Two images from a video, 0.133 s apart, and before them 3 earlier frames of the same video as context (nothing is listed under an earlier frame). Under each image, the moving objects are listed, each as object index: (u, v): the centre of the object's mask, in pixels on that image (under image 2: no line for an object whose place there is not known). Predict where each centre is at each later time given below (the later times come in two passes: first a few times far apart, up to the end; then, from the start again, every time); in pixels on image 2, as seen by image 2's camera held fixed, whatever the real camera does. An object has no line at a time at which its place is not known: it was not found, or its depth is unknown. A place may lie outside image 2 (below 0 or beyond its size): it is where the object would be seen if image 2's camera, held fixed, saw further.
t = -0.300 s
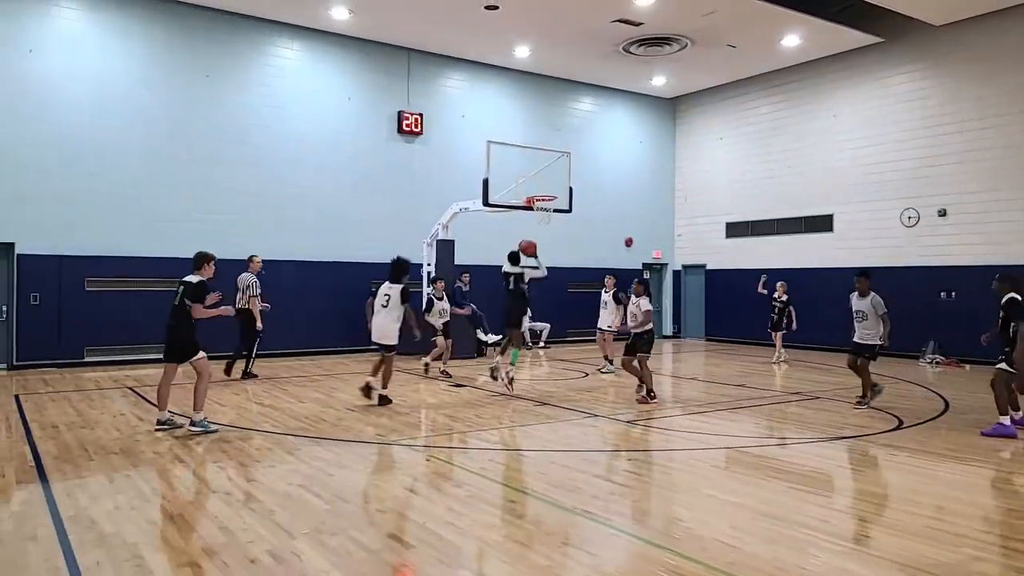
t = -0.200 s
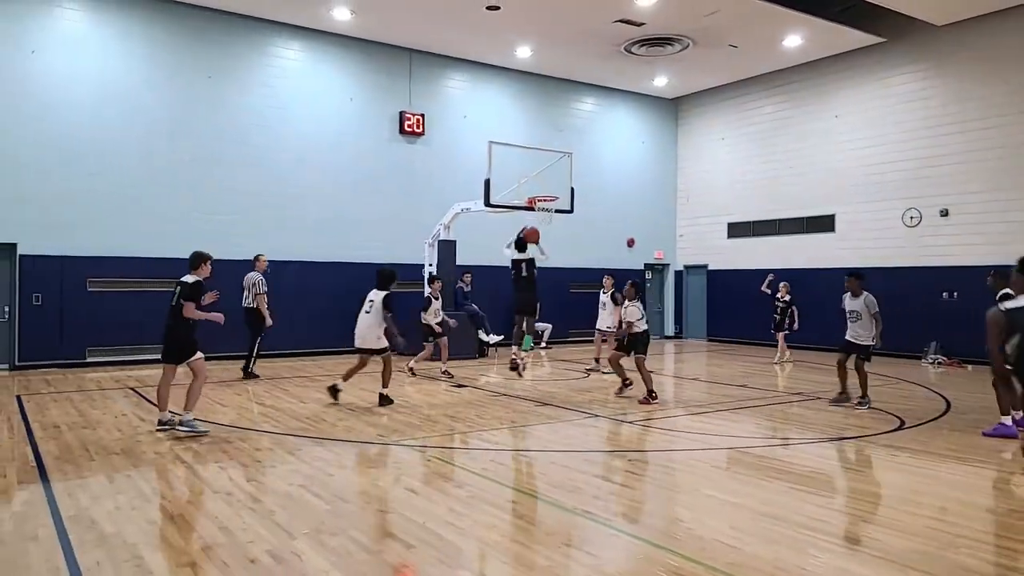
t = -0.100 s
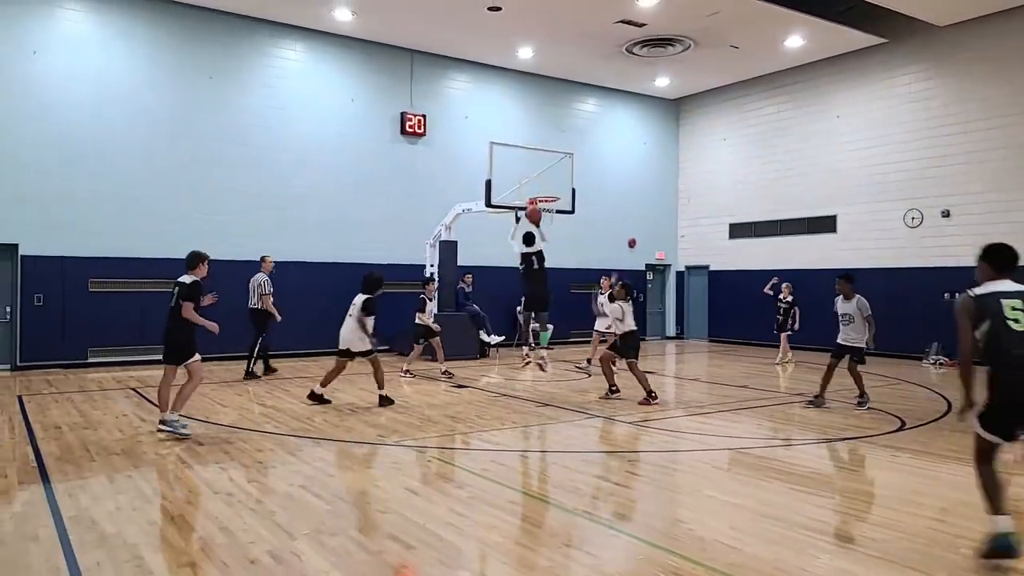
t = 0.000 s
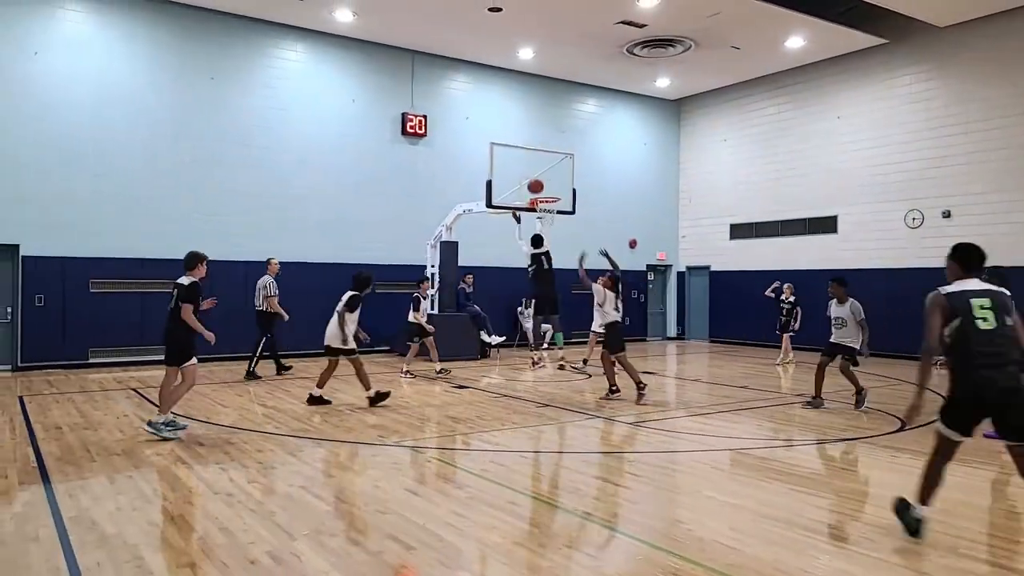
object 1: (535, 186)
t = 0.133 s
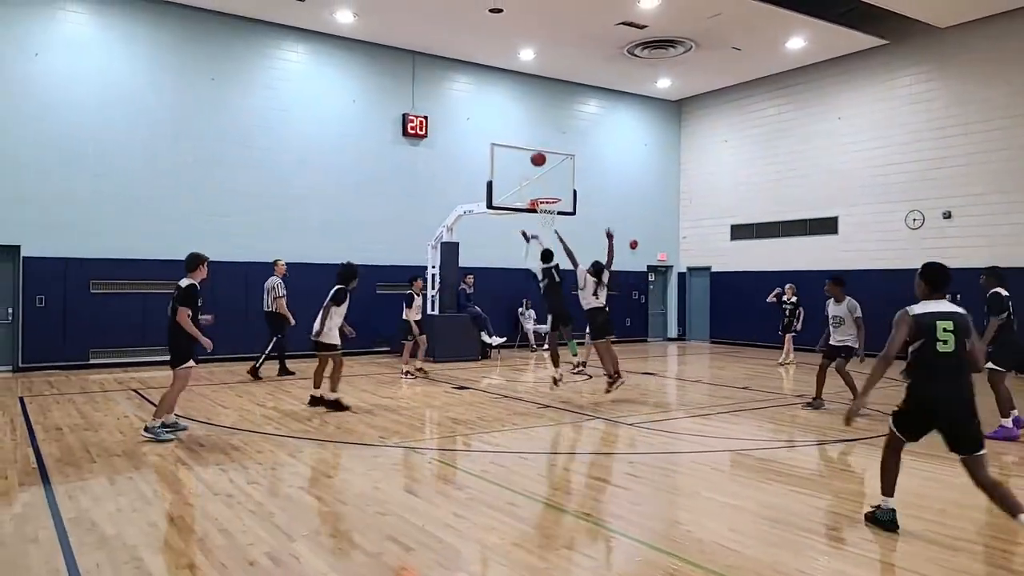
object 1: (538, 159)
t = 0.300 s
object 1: (540, 142)
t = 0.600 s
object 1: (545, 157)
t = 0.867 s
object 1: (548, 211)
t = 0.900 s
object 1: (548, 217)
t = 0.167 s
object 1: (538, 154)
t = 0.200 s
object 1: (539, 150)
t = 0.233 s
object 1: (540, 146)
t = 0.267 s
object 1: (540, 144)
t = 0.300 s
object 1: (540, 142)
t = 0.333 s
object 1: (541, 141)
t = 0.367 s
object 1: (542, 141)
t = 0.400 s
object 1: (542, 141)
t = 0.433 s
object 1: (543, 142)
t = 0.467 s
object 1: (543, 144)
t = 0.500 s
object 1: (543, 146)
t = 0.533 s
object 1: (544, 149)
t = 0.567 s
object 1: (545, 153)
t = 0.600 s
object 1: (545, 157)
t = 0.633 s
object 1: (545, 162)
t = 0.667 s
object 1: (546, 167)
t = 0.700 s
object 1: (546, 173)
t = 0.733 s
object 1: (547, 179)
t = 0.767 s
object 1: (547, 186)
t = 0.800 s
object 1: (547, 193)
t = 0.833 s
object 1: (548, 203)
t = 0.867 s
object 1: (548, 211)
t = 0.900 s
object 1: (548, 217)
